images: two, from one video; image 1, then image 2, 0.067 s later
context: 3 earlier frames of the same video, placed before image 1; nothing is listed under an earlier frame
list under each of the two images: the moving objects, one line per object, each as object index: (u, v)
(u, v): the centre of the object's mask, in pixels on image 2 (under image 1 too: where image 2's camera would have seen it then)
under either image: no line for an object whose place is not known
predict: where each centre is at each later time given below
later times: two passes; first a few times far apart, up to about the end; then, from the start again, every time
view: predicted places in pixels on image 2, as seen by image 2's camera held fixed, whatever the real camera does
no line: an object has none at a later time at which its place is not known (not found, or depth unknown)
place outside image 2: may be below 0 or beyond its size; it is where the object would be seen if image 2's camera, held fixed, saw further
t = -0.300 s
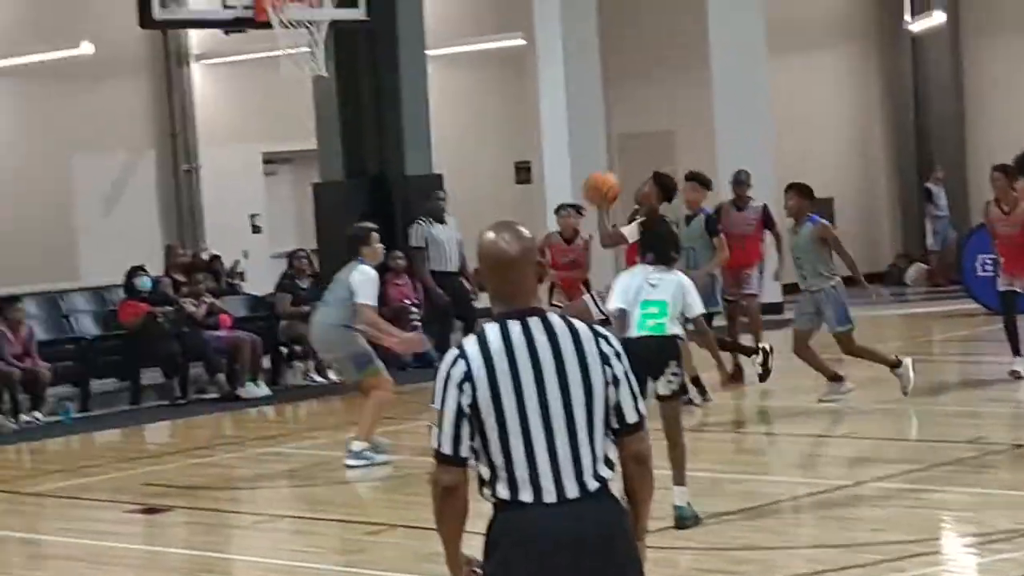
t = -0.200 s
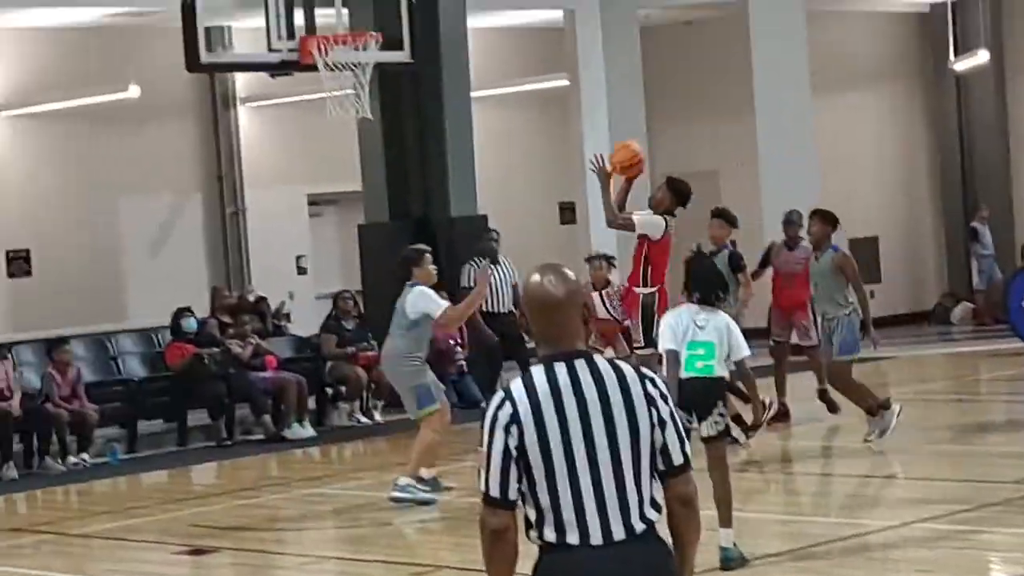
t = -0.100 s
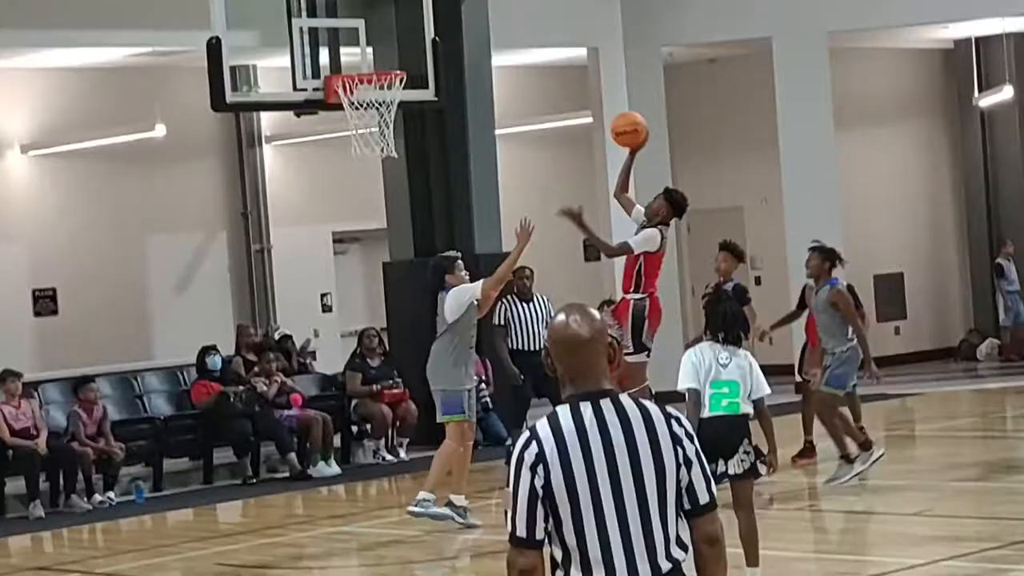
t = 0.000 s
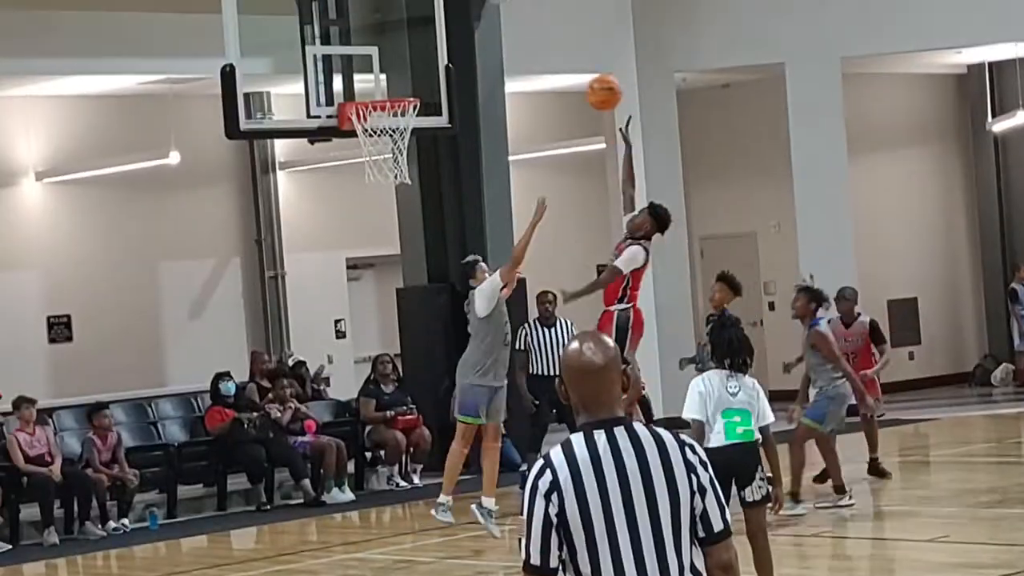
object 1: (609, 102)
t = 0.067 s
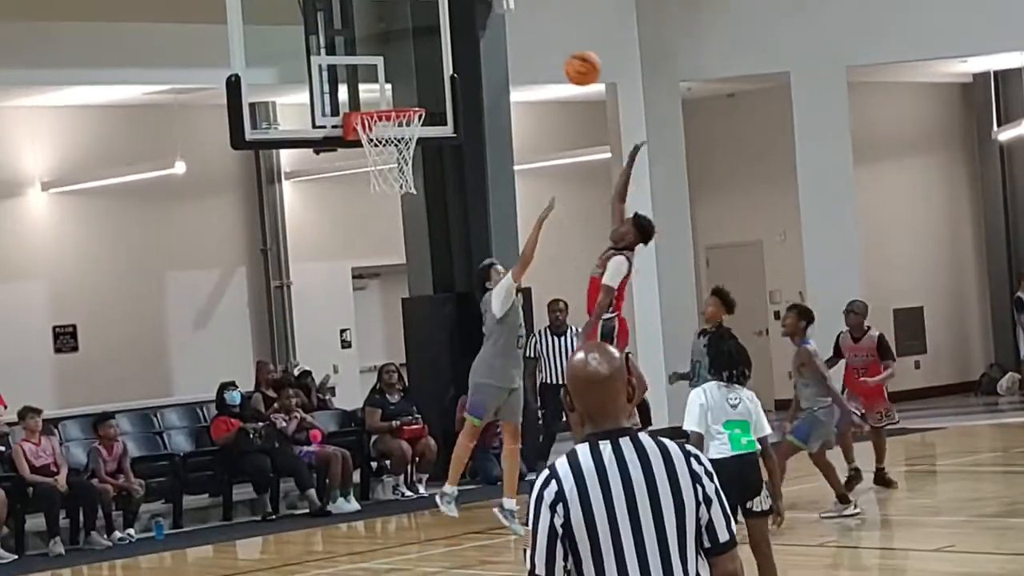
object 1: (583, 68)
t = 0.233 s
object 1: (518, 14)
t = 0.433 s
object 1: (448, 6)
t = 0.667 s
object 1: (372, 63)
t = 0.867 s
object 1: (335, 70)
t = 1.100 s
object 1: (345, 72)
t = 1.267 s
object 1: (356, 124)
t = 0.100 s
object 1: (569, 55)
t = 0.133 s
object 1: (557, 42)
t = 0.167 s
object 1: (544, 31)
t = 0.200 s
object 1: (531, 23)
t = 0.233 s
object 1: (518, 14)
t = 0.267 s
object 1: (506, 9)
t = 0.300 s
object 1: (494, 6)
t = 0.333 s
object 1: (482, 5)
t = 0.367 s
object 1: (471, 4)
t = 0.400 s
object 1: (460, 5)
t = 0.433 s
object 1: (448, 6)
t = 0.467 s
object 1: (436, 9)
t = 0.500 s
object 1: (424, 13)
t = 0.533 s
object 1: (414, 19)
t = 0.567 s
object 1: (403, 28)
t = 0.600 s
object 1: (392, 38)
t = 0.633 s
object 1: (382, 49)
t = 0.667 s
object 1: (372, 63)
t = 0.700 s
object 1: (361, 79)
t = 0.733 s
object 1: (351, 95)
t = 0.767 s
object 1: (343, 94)
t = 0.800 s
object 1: (334, 84)
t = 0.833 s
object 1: (335, 77)
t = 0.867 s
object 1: (335, 70)
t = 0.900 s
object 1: (336, 66)
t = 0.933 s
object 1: (337, 63)
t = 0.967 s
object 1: (339, 62)
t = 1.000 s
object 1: (340, 62)
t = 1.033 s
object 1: (341, 63)
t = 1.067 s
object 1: (343, 67)
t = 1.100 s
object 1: (345, 72)
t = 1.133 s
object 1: (347, 79)
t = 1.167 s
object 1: (349, 87)
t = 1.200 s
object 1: (351, 97)
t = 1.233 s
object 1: (353, 110)
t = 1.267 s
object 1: (356, 124)
